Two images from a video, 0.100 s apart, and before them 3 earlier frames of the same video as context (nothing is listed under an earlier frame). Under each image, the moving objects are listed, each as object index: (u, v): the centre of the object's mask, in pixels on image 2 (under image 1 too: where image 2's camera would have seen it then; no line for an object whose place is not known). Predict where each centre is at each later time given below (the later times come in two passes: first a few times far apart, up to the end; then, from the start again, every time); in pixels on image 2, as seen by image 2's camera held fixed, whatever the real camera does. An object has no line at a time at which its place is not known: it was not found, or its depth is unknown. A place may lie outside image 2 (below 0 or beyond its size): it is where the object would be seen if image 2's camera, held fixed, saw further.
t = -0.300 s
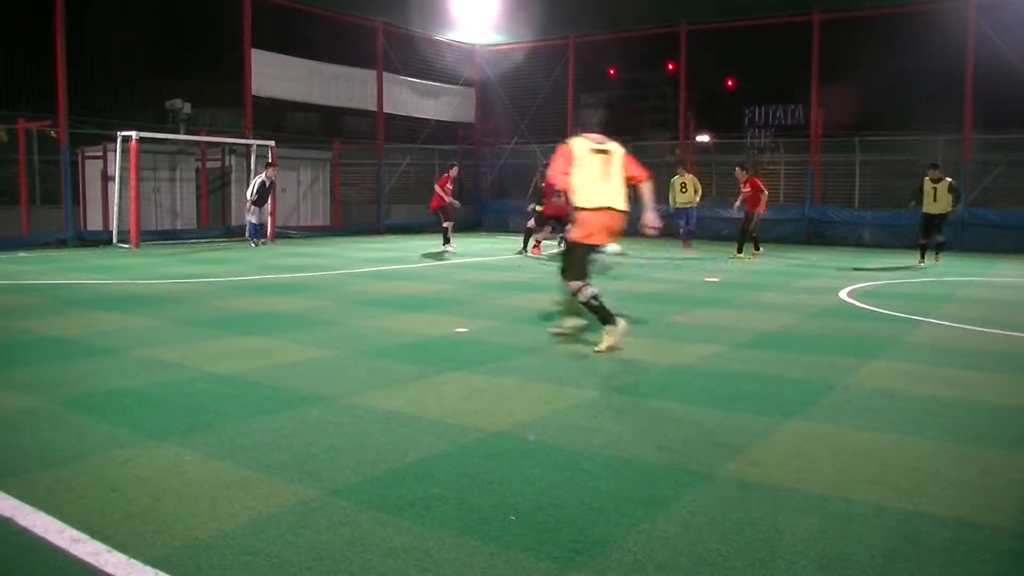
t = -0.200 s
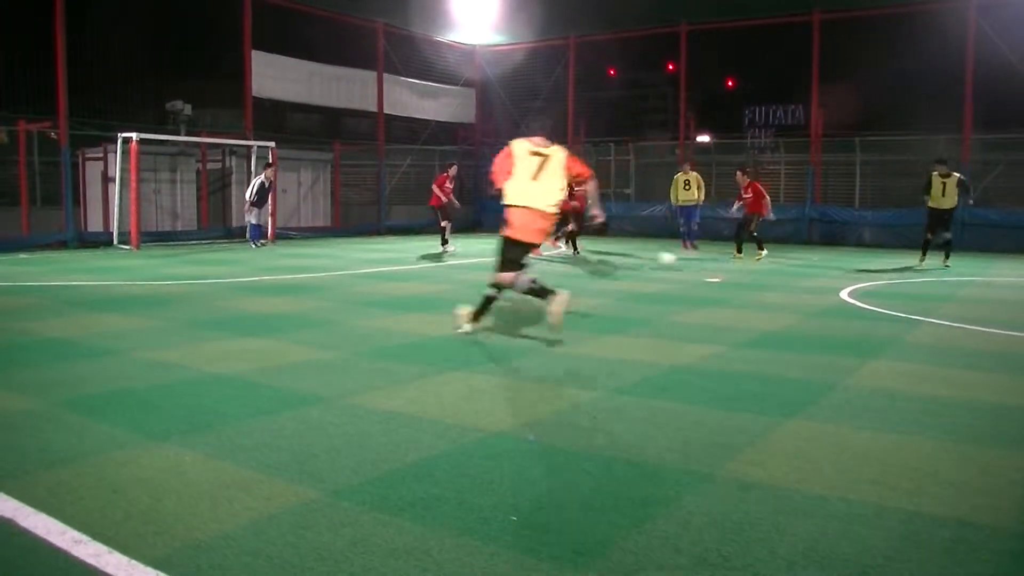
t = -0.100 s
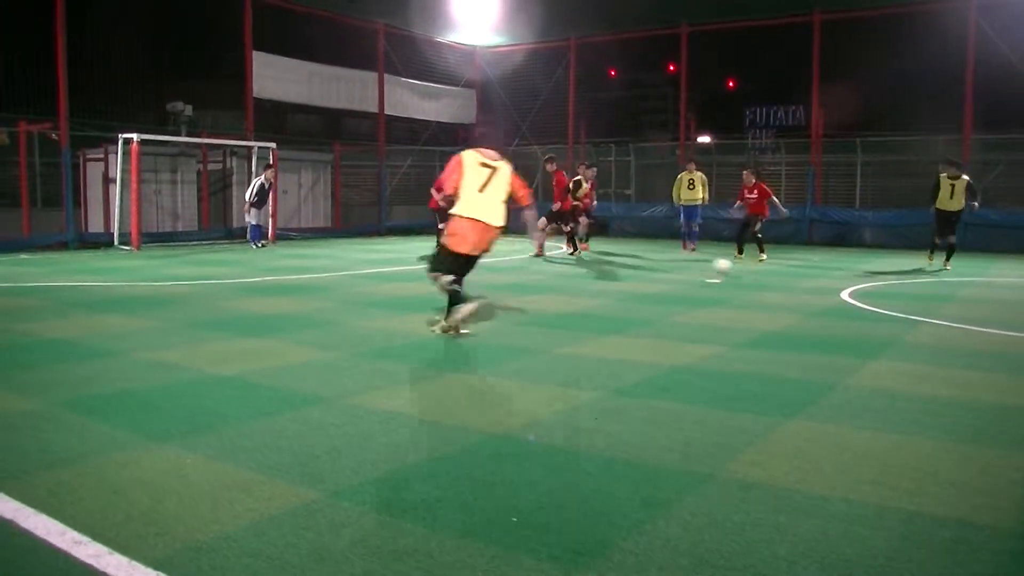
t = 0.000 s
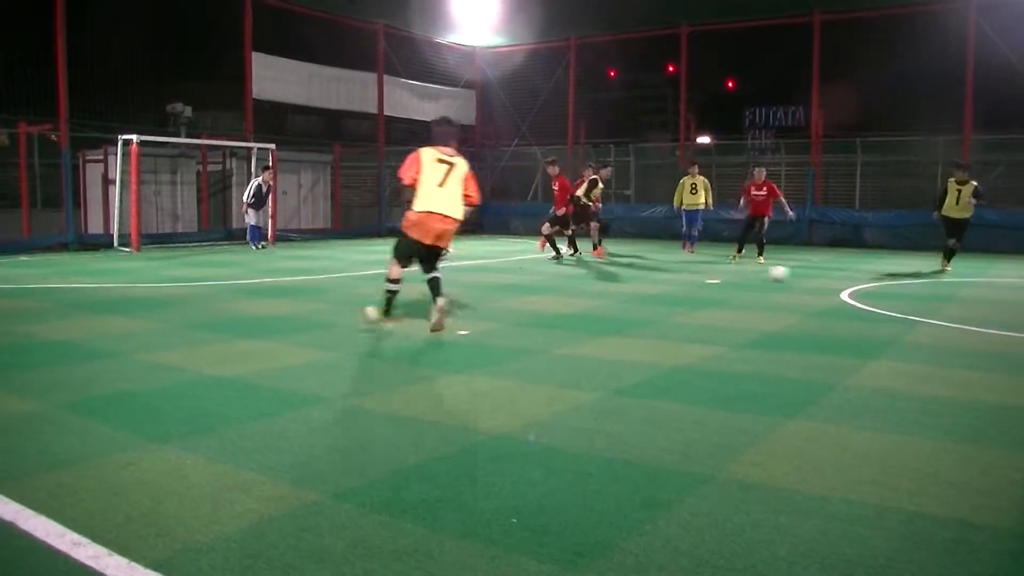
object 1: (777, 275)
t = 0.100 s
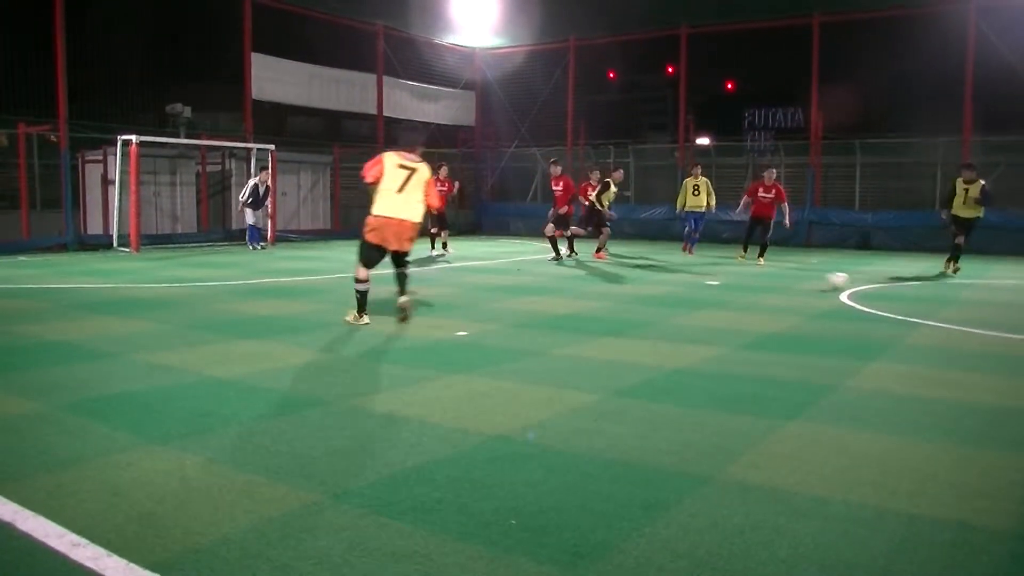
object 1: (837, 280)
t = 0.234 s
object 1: (919, 290)
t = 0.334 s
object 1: (981, 293)
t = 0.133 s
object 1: (858, 283)
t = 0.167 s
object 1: (878, 285)
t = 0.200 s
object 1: (899, 288)
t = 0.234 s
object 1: (919, 290)
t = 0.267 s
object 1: (940, 291)
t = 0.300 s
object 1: (960, 292)
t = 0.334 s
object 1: (981, 293)
